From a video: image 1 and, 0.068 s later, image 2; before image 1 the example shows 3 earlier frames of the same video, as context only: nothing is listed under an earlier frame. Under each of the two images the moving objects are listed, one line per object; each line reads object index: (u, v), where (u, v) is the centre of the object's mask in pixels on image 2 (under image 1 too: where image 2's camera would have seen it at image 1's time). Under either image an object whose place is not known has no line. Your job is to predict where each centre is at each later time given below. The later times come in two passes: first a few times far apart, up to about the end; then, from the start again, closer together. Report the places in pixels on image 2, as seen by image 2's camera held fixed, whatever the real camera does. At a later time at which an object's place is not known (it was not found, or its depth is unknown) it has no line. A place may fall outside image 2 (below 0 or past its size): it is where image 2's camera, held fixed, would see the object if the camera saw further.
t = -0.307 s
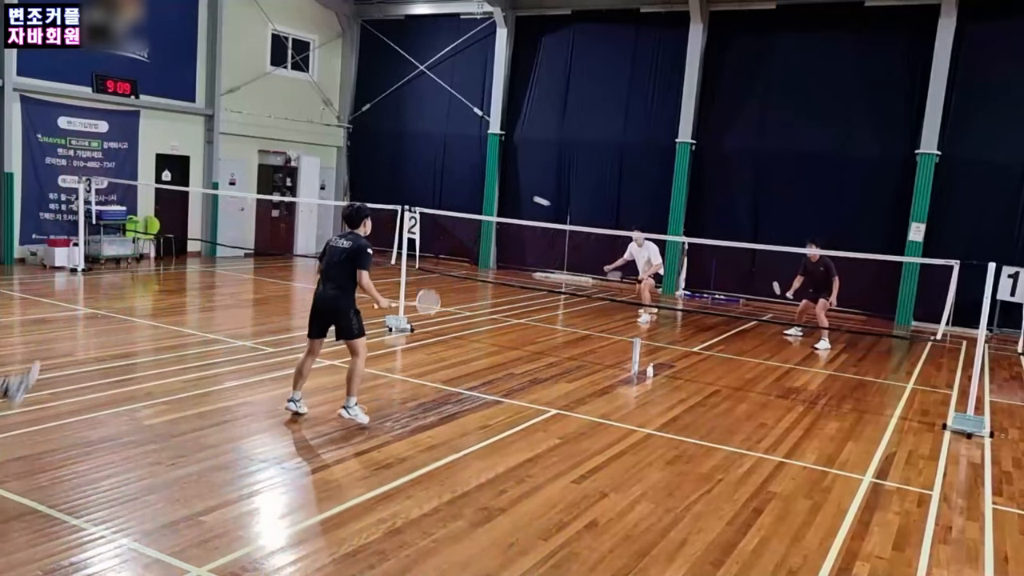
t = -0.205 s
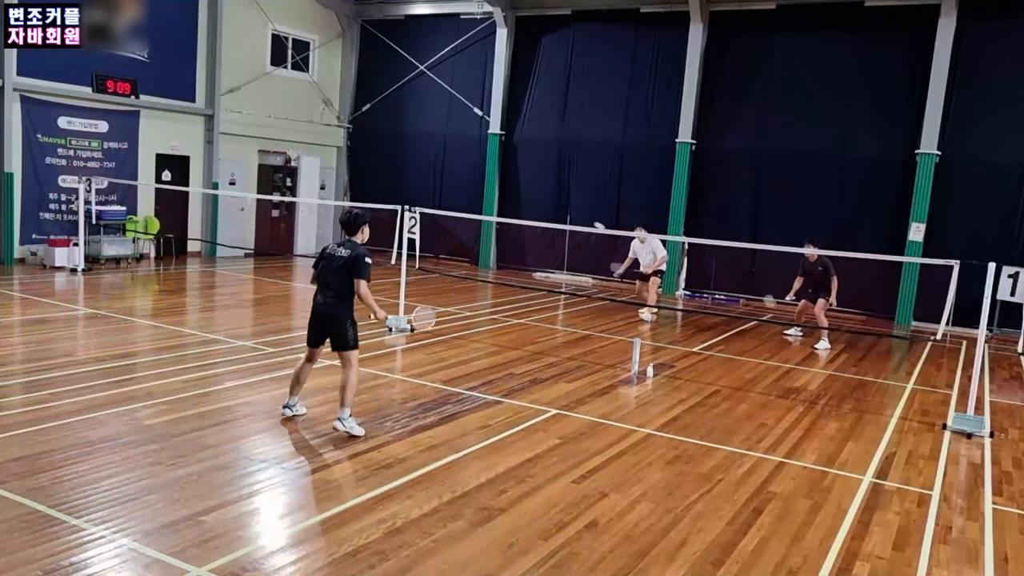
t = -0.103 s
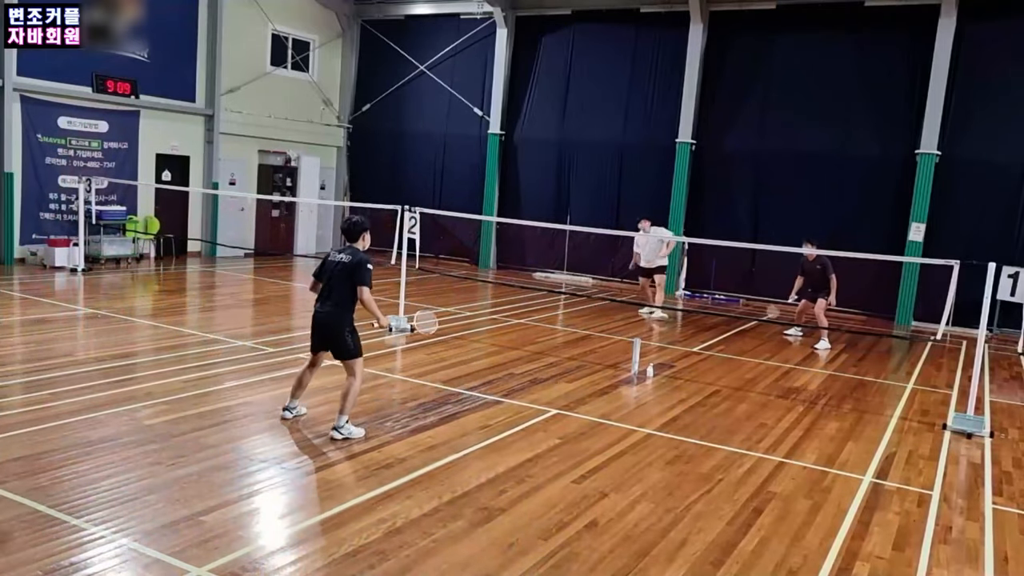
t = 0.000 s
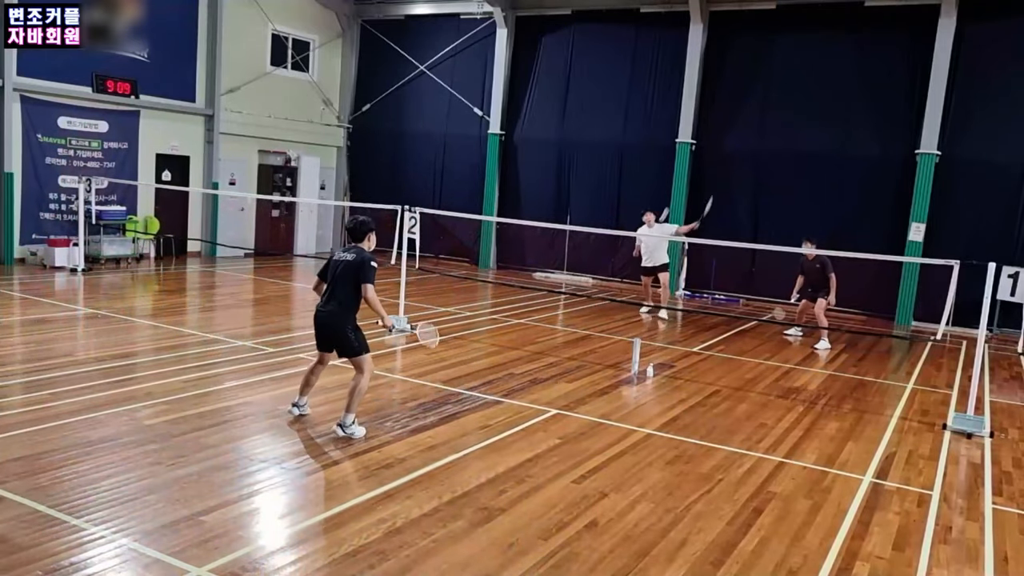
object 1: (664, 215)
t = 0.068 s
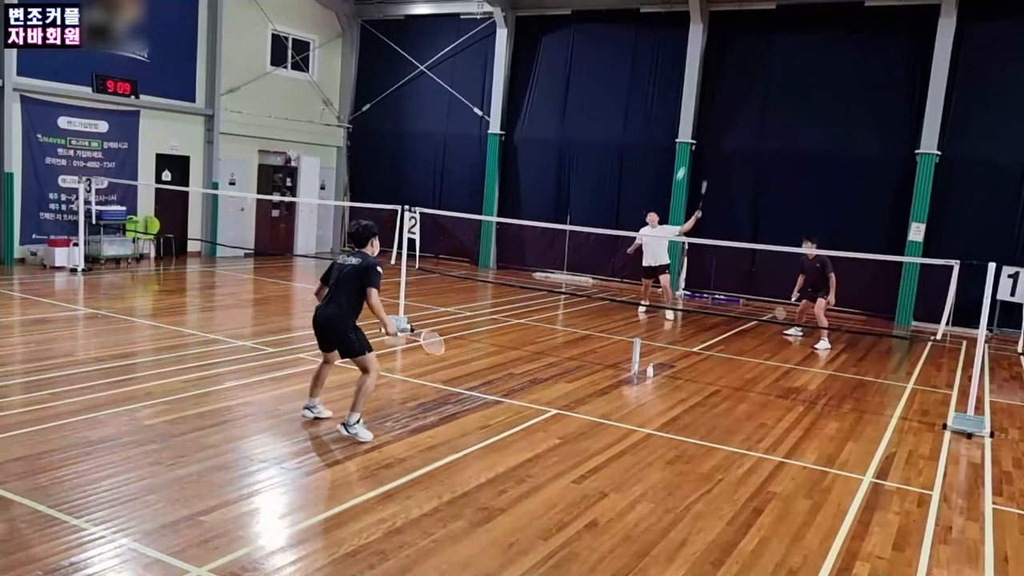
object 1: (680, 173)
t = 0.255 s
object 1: (721, 85)
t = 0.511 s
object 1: (771, 21)
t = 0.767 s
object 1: (813, 44)
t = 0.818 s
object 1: (820, 64)
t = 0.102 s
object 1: (689, 154)
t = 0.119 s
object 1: (693, 146)
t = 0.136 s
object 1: (696, 137)
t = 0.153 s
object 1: (699, 129)
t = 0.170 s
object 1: (703, 121)
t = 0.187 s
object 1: (707, 113)
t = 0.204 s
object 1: (711, 106)
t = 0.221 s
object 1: (714, 99)
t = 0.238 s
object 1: (718, 92)
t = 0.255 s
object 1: (721, 85)
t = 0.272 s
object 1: (725, 79)
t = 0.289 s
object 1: (728, 73)
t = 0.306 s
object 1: (732, 67)
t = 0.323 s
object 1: (735, 61)
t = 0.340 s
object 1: (738, 56)
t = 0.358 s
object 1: (742, 51)
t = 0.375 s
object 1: (745, 46)
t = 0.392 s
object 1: (749, 42)
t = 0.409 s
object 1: (752, 38)
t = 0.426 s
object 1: (755, 35)
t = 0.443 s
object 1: (758, 31)
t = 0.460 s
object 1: (761, 28)
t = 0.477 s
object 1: (765, 25)
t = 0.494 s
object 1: (768, 23)
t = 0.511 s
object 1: (771, 21)
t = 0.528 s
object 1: (774, 19)
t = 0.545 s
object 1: (777, 18)
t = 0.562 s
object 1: (780, 17)
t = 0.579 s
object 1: (783, 16)
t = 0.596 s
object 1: (786, 16)
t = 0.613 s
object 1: (789, 17)
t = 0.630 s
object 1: (792, 18)
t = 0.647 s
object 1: (795, 19)
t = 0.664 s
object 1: (798, 21)
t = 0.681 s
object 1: (800, 24)
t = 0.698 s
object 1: (802, 27)
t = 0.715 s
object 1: (805, 30)
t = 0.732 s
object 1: (808, 34)
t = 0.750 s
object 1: (811, 38)
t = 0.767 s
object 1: (813, 44)
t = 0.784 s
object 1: (816, 50)
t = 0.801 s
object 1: (818, 56)
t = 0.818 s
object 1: (820, 64)
